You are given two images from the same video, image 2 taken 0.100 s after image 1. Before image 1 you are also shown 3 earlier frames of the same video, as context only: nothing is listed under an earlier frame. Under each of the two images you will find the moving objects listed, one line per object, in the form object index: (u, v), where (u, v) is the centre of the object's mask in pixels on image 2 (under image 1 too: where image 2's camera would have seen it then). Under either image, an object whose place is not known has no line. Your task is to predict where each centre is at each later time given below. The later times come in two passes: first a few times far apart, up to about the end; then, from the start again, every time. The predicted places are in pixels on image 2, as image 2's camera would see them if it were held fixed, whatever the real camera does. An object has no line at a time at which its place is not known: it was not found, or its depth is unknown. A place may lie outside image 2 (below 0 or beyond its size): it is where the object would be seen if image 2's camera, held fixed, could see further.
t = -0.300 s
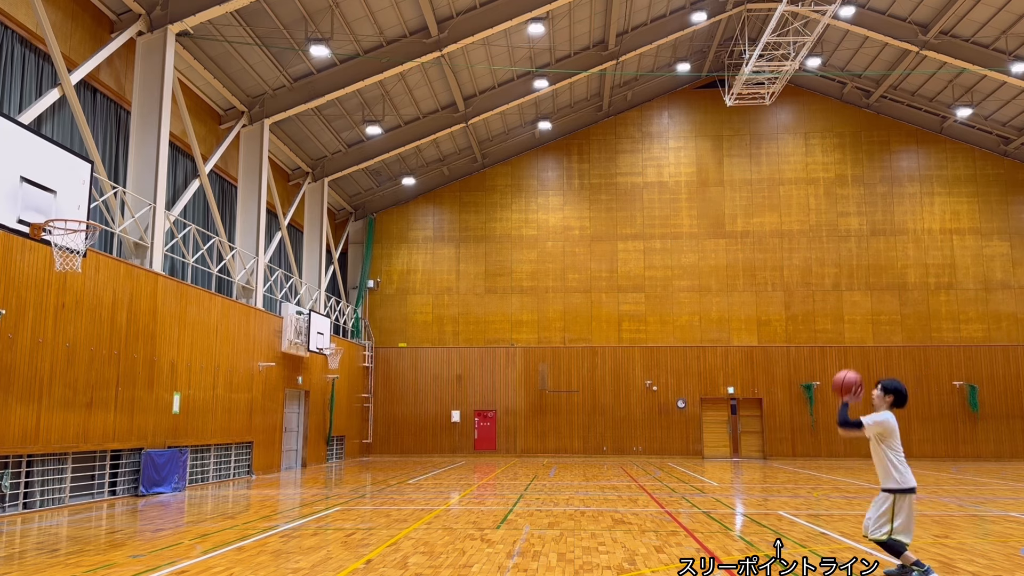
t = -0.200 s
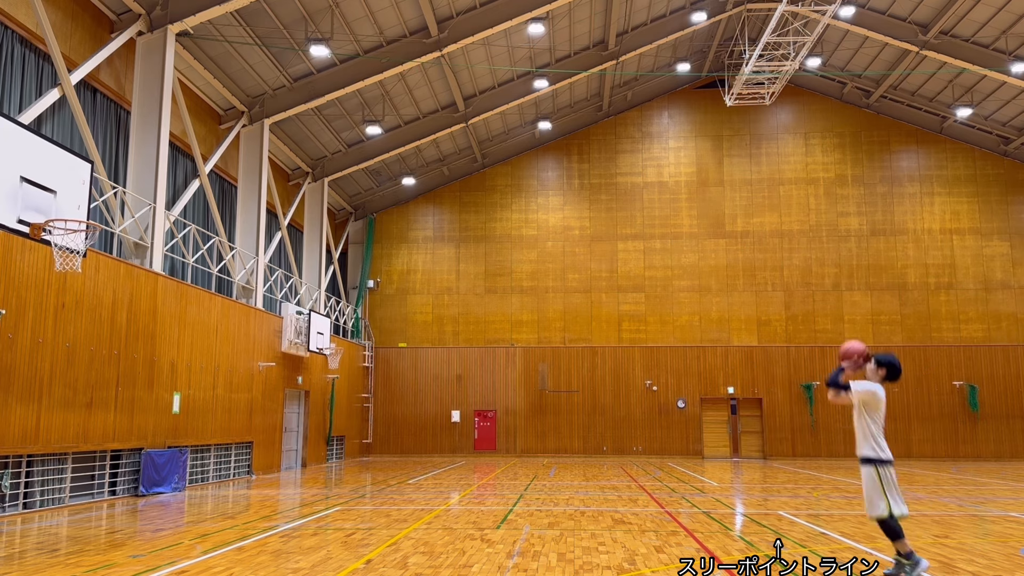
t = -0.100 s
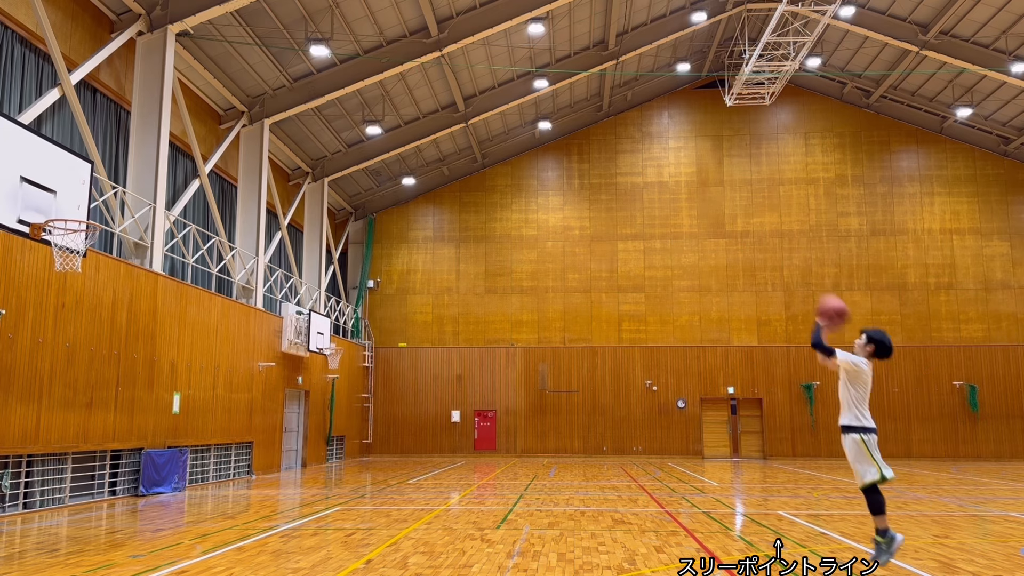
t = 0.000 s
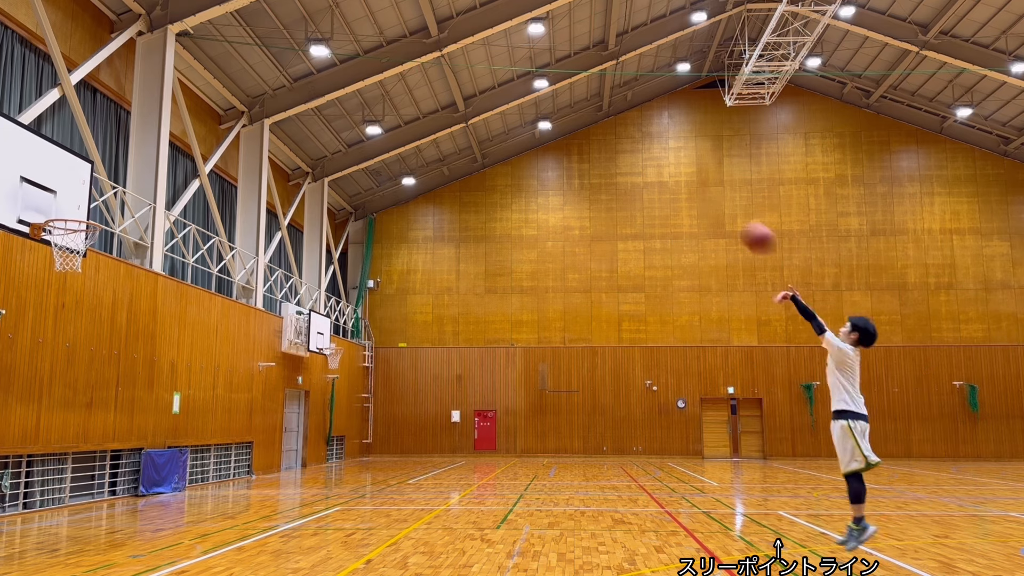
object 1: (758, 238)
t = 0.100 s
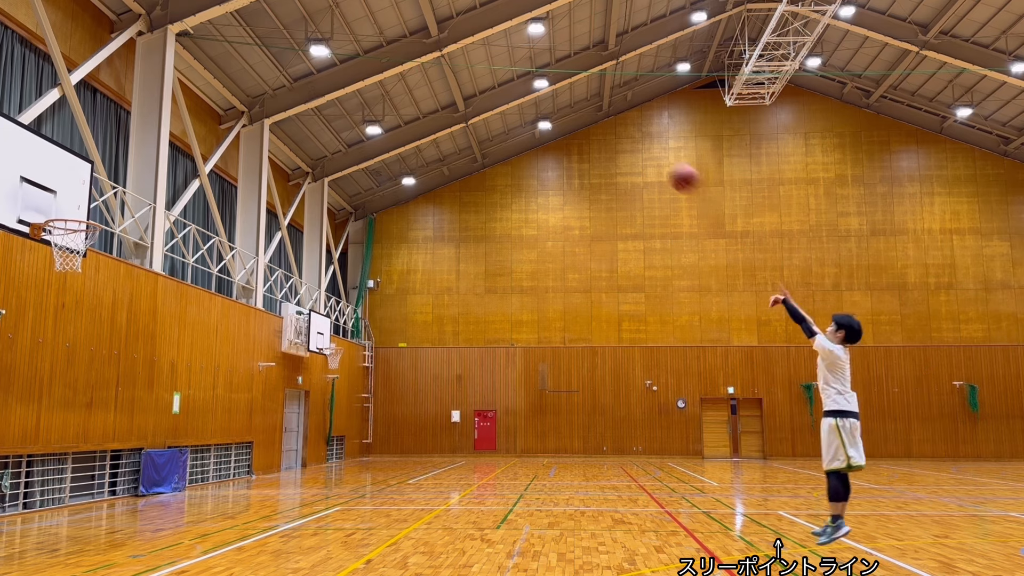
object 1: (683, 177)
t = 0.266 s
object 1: (569, 109)
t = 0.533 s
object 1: (409, 68)
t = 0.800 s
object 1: (261, 94)
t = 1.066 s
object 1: (121, 185)
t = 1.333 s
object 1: (41, 271)
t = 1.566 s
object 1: (9, 363)
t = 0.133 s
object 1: (659, 161)
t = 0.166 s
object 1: (636, 145)
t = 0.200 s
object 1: (615, 131)
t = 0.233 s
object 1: (593, 120)
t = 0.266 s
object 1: (569, 109)
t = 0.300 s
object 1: (550, 102)
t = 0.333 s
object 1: (527, 92)
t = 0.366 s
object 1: (508, 86)
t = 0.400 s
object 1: (488, 80)
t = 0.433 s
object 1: (467, 75)
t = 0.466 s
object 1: (447, 72)
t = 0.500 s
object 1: (429, 70)
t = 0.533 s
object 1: (409, 68)
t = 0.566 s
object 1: (390, 67)
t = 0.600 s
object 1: (371, 68)
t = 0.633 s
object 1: (353, 70)
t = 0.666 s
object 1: (335, 73)
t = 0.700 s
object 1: (316, 76)
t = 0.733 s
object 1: (298, 81)
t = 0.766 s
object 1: (280, 87)
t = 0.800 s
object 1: (261, 94)
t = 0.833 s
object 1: (244, 102)
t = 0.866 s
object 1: (226, 111)
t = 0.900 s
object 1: (209, 120)
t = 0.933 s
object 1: (191, 130)
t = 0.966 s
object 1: (173, 143)
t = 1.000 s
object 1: (155, 156)
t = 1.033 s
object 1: (138, 170)
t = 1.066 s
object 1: (121, 185)
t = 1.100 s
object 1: (103, 201)
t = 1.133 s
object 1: (86, 214)
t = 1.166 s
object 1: (70, 233)
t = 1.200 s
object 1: (60, 243)
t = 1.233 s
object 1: (54, 251)
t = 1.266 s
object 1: (49, 257)
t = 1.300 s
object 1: (45, 264)
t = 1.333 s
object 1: (41, 271)
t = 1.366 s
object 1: (36, 280)
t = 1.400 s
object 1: (32, 290)
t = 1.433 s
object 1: (26, 301)
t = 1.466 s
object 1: (22, 314)
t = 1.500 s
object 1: (16, 329)
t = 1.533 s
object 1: (12, 345)
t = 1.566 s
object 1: (9, 363)
